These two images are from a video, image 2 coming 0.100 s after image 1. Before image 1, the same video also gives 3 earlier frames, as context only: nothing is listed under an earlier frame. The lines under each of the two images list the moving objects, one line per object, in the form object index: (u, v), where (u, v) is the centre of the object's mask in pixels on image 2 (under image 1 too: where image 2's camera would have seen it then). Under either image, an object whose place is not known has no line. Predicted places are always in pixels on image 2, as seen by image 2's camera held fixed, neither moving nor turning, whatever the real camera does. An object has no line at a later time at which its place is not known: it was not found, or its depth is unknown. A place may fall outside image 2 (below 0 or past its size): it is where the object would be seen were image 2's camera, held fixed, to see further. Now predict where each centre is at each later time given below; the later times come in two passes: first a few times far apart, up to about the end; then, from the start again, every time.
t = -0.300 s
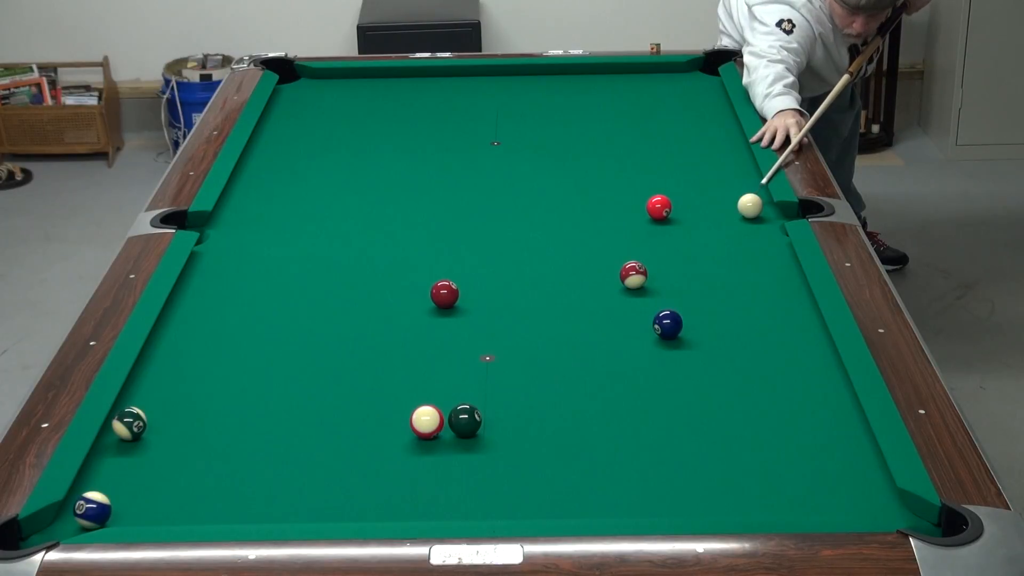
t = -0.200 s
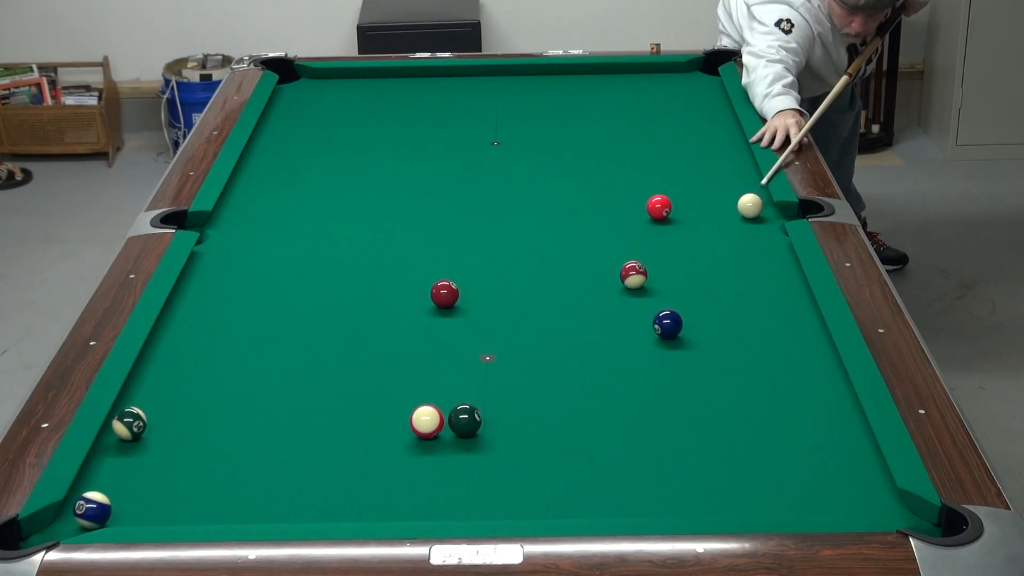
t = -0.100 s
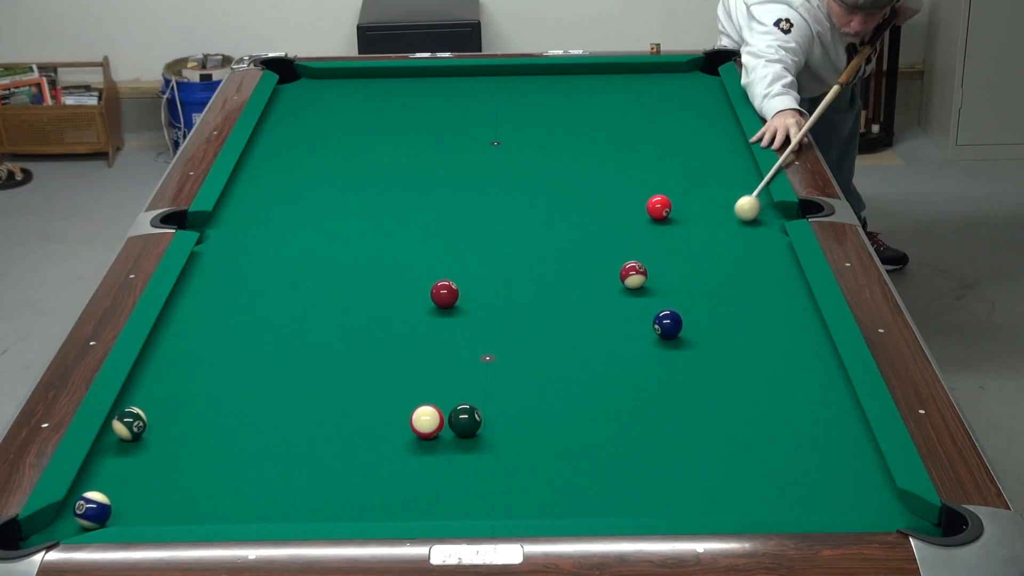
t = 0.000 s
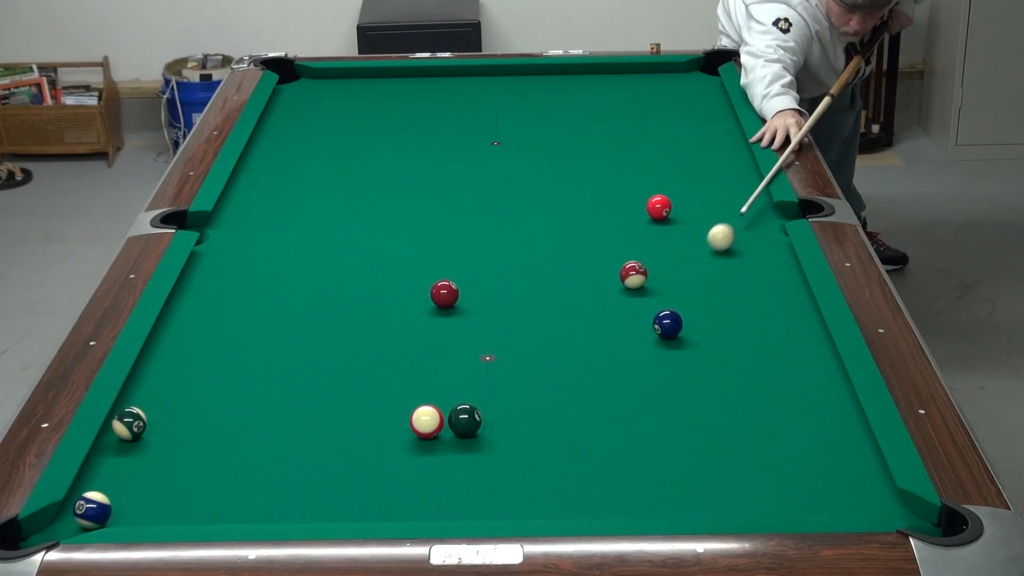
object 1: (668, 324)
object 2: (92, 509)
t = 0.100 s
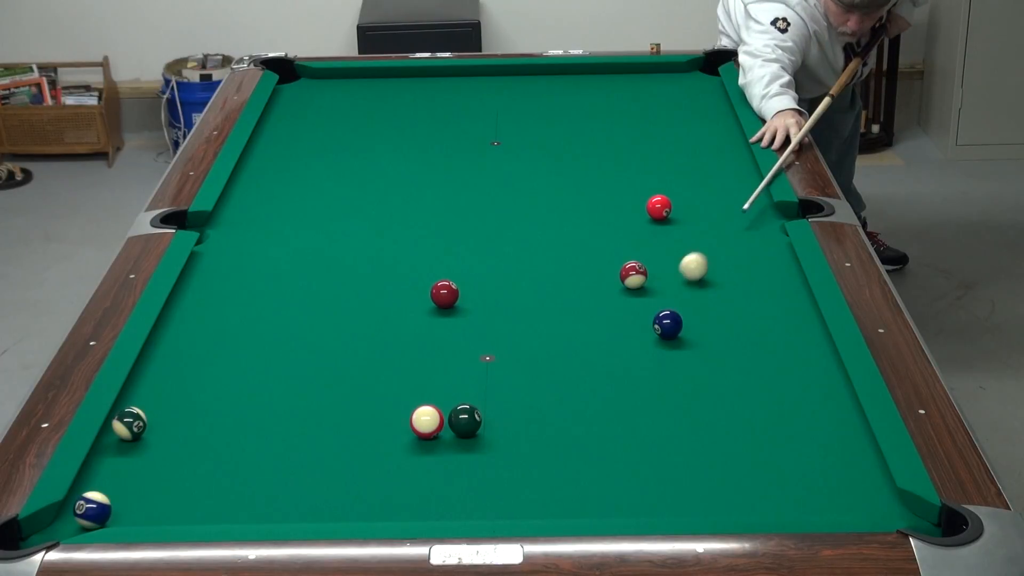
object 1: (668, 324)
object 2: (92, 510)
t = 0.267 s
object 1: (674, 329)
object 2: (92, 510)
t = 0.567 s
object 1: (736, 379)
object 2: (92, 510)
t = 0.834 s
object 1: (792, 423)
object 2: (92, 510)
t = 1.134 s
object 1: (861, 477)
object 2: (51, 522)
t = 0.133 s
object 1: (668, 324)
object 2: (92, 509)
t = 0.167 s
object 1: (668, 324)
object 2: (92, 509)
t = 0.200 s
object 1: (668, 325)
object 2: (92, 510)
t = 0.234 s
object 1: (668, 324)
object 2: (92, 510)
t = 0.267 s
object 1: (674, 329)
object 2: (92, 510)
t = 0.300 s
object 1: (682, 336)
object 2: (92, 510)
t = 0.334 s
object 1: (690, 342)
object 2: (92, 509)
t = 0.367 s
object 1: (697, 348)
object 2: (92, 510)
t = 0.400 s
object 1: (703, 353)
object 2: (92, 510)
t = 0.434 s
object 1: (709, 358)
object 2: (92, 510)
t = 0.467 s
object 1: (716, 363)
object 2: (92, 509)
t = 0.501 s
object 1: (723, 368)
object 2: (92, 510)
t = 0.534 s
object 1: (729, 374)
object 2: (92, 509)
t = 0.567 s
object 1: (736, 379)
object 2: (92, 510)
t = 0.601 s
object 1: (743, 384)
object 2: (92, 510)
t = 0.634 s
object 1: (750, 390)
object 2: (92, 510)
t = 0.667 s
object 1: (756, 395)
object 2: (92, 510)
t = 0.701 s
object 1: (763, 401)
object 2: (92, 510)
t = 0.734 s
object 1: (770, 406)
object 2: (92, 510)
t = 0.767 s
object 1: (778, 412)
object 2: (92, 510)
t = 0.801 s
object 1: (785, 417)
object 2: (92, 510)
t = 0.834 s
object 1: (792, 423)
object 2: (92, 510)
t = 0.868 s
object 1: (799, 429)
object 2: (92, 510)
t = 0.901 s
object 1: (806, 435)
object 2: (92, 510)
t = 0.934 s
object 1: (814, 441)
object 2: (92, 510)
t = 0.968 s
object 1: (821, 447)
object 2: (92, 510)
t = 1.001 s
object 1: (829, 453)
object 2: (92, 510)
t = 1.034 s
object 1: (837, 459)
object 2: (92, 510)
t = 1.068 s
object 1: (845, 465)
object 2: (92, 510)
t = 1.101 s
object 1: (853, 471)
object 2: (70, 514)
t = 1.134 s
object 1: (861, 477)
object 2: (51, 522)
